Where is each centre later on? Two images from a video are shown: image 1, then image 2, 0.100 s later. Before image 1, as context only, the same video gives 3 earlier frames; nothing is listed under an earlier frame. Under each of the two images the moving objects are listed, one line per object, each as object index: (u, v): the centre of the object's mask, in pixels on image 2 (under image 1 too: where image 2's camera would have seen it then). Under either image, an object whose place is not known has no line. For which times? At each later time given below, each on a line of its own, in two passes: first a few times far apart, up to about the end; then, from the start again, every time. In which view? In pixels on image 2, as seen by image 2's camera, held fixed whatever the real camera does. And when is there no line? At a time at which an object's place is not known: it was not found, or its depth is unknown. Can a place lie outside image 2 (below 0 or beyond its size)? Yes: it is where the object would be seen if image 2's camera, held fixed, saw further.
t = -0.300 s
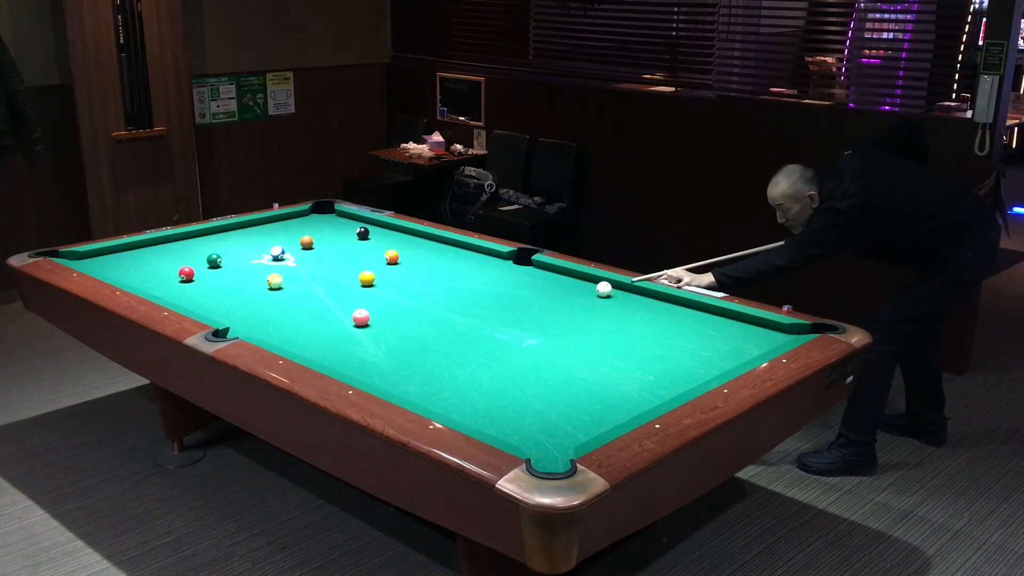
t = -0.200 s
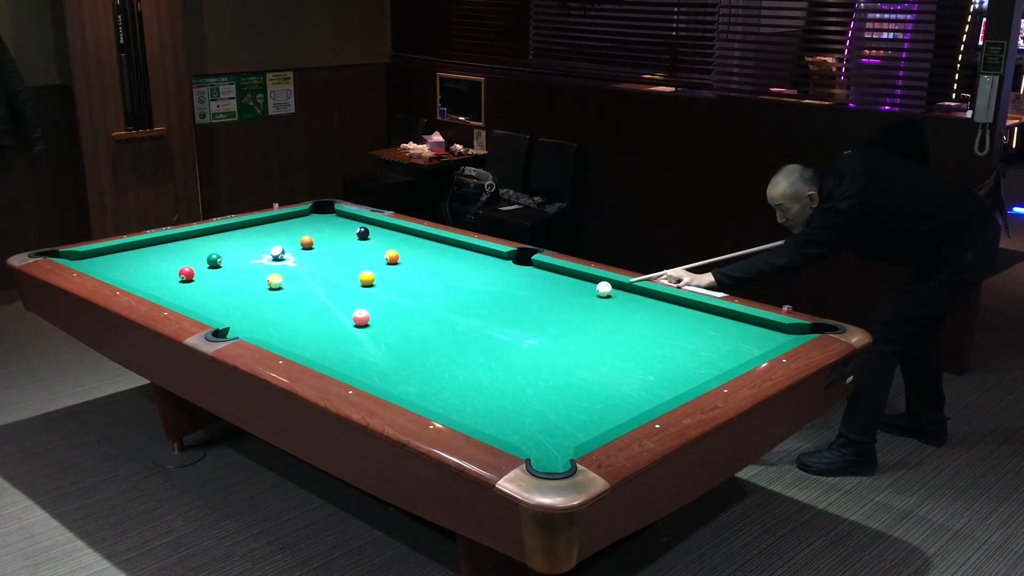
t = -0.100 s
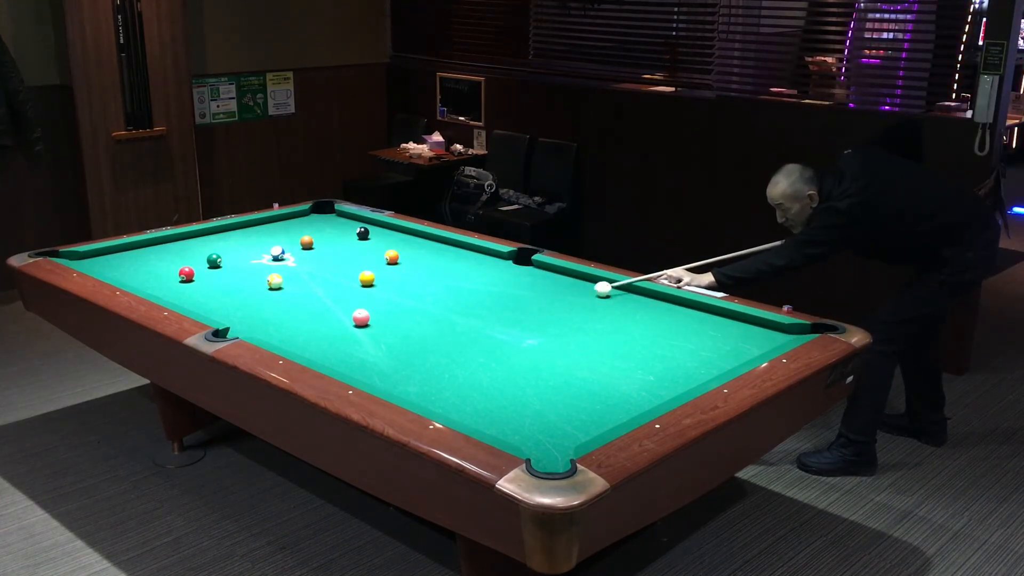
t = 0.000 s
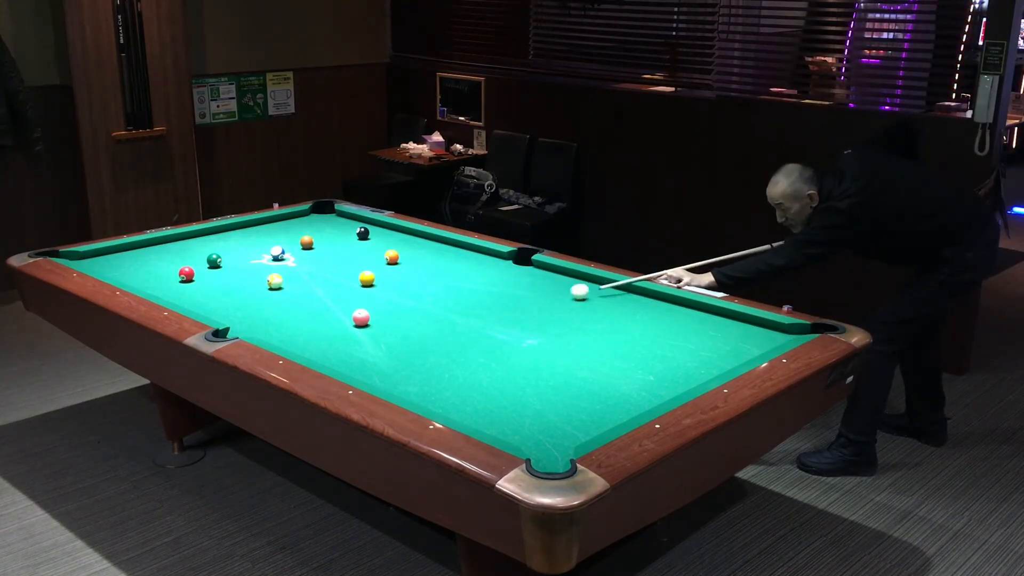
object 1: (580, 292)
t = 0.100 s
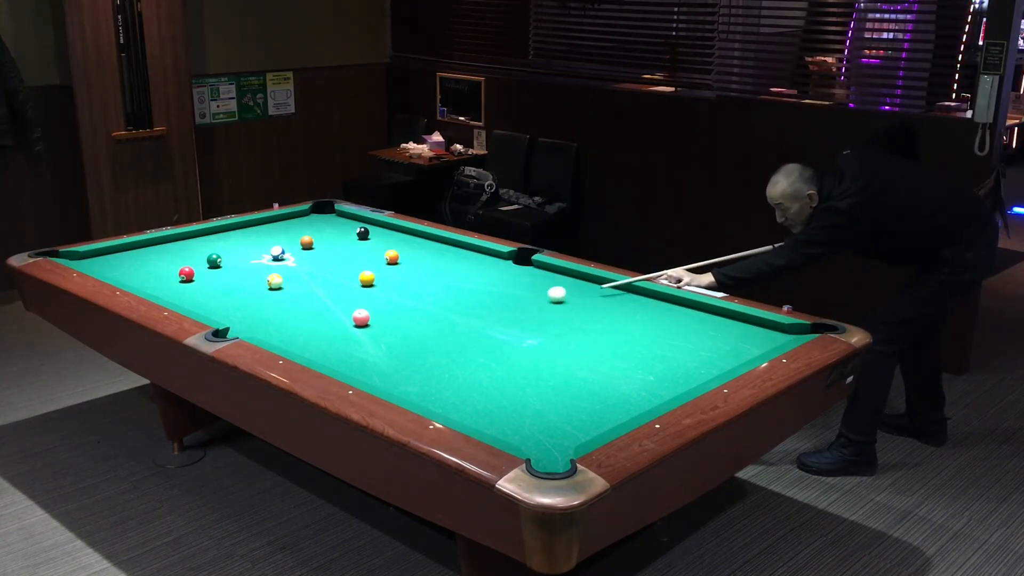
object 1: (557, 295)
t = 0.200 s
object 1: (534, 297)
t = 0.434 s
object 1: (480, 304)
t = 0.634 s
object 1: (434, 309)
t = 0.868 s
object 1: (379, 316)
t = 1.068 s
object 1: (370, 317)
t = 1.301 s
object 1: (361, 318)
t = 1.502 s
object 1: (353, 320)
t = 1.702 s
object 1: (347, 320)
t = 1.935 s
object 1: (341, 321)
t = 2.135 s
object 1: (336, 322)
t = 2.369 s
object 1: (332, 323)
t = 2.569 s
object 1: (330, 323)
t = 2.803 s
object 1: (328, 324)
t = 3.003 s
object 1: (327, 323)
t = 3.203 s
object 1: (327, 324)
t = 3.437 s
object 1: (327, 324)
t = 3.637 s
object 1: (327, 323)
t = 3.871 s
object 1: (327, 324)
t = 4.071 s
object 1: (327, 324)
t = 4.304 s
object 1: (327, 323)
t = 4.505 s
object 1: (327, 324)
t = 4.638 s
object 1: (327, 324)
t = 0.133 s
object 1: (549, 296)
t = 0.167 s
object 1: (542, 297)
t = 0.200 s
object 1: (534, 297)
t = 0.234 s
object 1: (526, 298)
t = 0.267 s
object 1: (519, 299)
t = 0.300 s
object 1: (511, 300)
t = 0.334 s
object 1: (503, 301)
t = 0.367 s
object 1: (496, 302)
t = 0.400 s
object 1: (488, 303)
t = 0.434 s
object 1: (480, 304)
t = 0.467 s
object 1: (472, 305)
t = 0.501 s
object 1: (465, 306)
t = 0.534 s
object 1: (457, 307)
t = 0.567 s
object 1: (449, 307)
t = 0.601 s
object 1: (441, 308)
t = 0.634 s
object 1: (434, 309)
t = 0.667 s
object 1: (426, 310)
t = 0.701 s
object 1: (418, 311)
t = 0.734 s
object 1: (410, 312)
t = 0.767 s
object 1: (402, 313)
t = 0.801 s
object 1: (394, 314)
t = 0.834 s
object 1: (386, 315)
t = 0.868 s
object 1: (379, 316)
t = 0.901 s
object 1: (377, 316)
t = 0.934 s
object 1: (376, 316)
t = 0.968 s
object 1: (375, 316)
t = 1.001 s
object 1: (373, 317)
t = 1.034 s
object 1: (372, 317)
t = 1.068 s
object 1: (370, 317)
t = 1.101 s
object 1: (369, 317)
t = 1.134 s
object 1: (367, 317)
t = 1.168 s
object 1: (366, 317)
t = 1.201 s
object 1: (365, 318)
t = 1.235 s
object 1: (363, 318)
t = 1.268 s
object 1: (362, 318)
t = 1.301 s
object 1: (361, 318)
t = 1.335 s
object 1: (359, 319)
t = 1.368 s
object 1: (358, 319)
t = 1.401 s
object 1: (357, 319)
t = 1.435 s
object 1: (356, 319)
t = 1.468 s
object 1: (355, 319)
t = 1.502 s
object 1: (353, 320)
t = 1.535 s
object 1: (352, 320)
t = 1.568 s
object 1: (351, 320)
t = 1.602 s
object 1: (350, 320)
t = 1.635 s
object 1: (349, 320)
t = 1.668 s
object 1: (348, 320)
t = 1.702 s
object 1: (347, 320)
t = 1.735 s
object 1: (346, 320)
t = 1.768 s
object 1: (345, 320)
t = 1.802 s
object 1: (344, 321)
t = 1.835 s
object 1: (343, 321)
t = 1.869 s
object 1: (342, 321)
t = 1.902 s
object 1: (342, 321)
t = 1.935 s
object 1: (341, 321)
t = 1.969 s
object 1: (340, 321)
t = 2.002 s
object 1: (339, 322)
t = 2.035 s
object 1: (338, 322)
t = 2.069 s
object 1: (338, 322)
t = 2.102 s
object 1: (337, 322)
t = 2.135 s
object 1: (336, 322)
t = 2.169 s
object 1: (336, 322)
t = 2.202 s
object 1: (335, 322)
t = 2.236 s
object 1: (334, 322)
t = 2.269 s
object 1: (334, 322)
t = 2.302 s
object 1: (333, 323)
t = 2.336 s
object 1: (333, 323)
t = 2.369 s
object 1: (332, 323)
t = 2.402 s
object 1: (332, 323)
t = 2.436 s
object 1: (331, 323)
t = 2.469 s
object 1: (331, 323)
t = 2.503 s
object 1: (330, 323)
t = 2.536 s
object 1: (330, 323)
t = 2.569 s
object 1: (330, 323)
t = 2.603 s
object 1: (329, 323)
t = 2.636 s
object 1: (329, 323)
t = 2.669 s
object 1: (329, 323)
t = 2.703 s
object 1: (328, 324)
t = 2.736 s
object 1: (328, 324)
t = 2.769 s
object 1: (328, 323)
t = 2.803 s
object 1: (328, 324)
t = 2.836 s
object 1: (328, 324)
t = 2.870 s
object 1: (328, 324)
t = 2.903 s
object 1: (327, 324)
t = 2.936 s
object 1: (327, 324)
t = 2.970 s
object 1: (327, 323)
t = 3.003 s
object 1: (327, 323)
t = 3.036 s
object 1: (327, 323)
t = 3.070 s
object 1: (327, 324)
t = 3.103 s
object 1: (327, 323)
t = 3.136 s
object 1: (327, 324)
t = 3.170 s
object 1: (327, 323)
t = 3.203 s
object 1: (327, 324)
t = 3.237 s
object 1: (327, 324)
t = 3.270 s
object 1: (327, 324)
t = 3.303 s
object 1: (327, 324)
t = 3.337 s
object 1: (327, 324)
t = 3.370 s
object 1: (327, 324)
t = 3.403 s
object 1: (327, 324)
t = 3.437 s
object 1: (327, 324)
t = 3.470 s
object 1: (327, 324)
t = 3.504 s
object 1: (327, 324)
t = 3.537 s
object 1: (327, 324)
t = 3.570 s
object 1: (327, 324)
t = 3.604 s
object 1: (327, 324)
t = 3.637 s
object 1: (327, 323)
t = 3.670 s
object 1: (327, 324)
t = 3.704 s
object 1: (327, 324)
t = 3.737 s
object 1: (327, 324)
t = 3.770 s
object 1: (327, 324)
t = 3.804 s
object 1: (327, 324)
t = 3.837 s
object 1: (327, 324)
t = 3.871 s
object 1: (327, 324)
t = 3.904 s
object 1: (327, 324)
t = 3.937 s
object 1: (327, 323)
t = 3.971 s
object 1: (327, 324)
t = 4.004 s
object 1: (327, 324)
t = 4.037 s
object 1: (327, 324)
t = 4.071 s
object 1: (327, 324)
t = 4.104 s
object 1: (327, 324)
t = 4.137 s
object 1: (327, 324)
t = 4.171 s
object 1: (327, 324)
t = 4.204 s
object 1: (327, 324)
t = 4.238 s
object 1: (327, 324)
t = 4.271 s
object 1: (327, 324)
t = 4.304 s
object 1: (327, 323)
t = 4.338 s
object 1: (327, 324)
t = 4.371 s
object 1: (327, 324)
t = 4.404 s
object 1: (327, 324)
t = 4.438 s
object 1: (327, 324)
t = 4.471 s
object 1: (327, 324)
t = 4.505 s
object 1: (327, 324)
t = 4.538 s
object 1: (327, 324)
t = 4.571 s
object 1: (327, 323)
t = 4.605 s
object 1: (327, 324)
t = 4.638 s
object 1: (327, 324)
